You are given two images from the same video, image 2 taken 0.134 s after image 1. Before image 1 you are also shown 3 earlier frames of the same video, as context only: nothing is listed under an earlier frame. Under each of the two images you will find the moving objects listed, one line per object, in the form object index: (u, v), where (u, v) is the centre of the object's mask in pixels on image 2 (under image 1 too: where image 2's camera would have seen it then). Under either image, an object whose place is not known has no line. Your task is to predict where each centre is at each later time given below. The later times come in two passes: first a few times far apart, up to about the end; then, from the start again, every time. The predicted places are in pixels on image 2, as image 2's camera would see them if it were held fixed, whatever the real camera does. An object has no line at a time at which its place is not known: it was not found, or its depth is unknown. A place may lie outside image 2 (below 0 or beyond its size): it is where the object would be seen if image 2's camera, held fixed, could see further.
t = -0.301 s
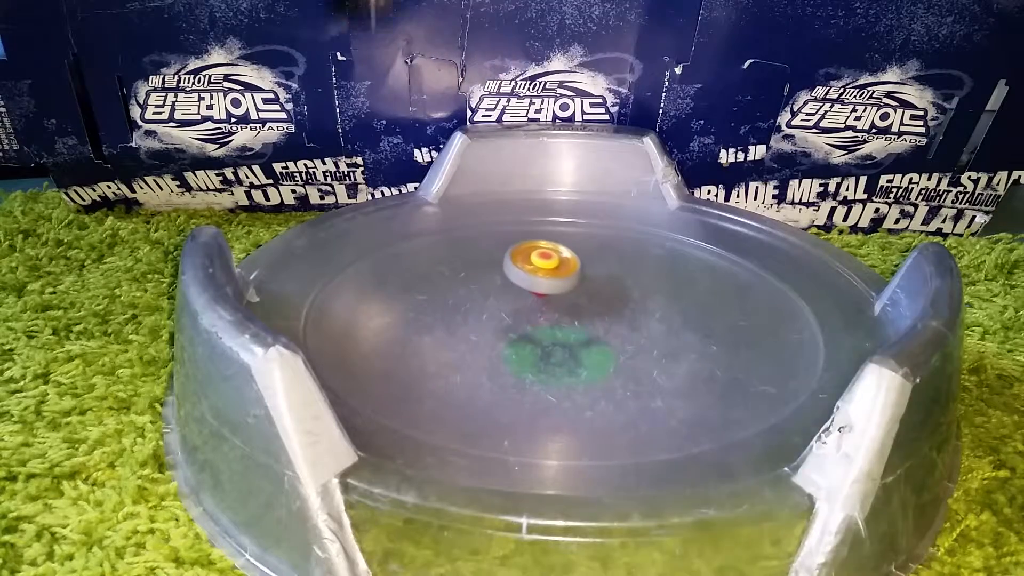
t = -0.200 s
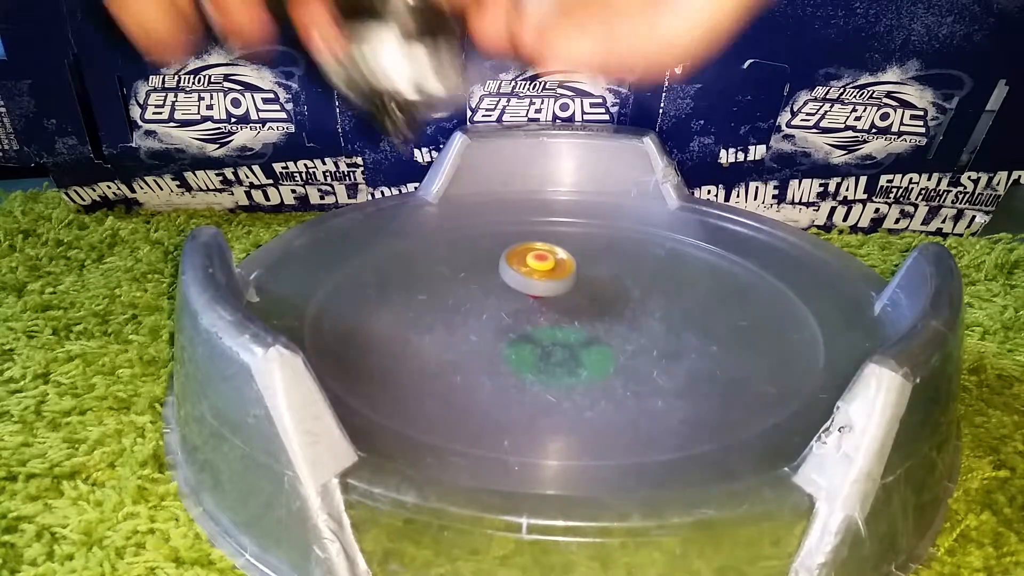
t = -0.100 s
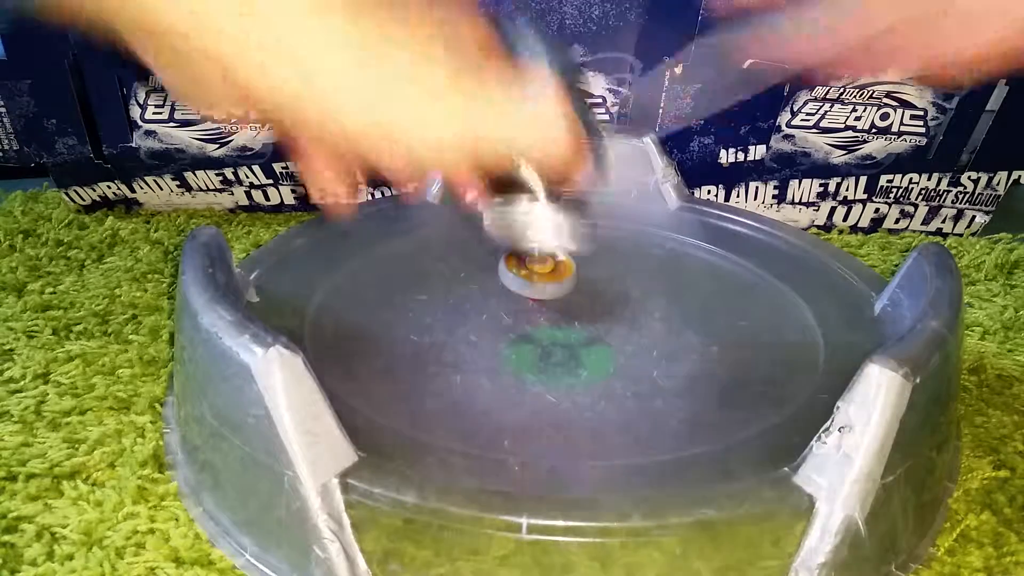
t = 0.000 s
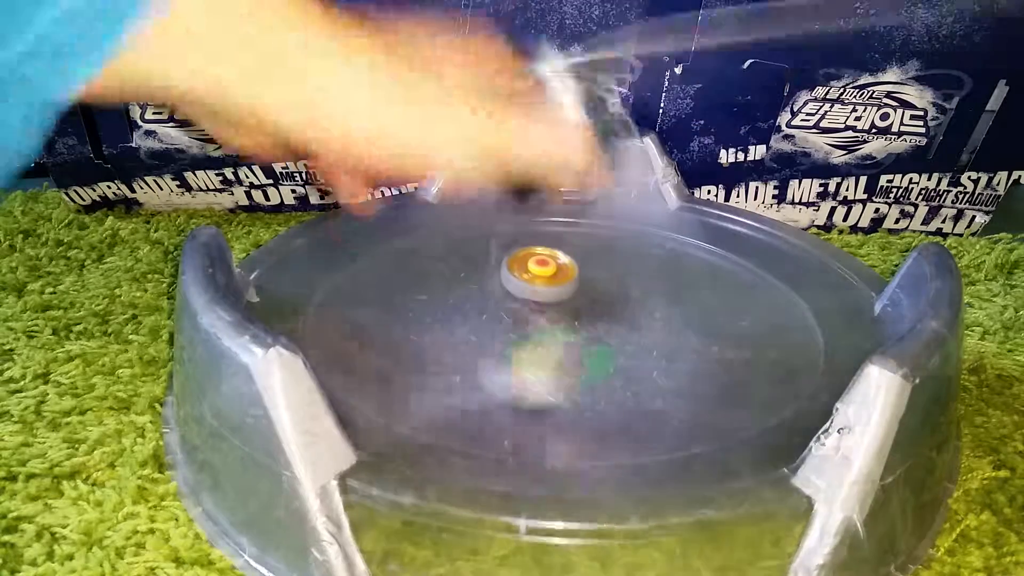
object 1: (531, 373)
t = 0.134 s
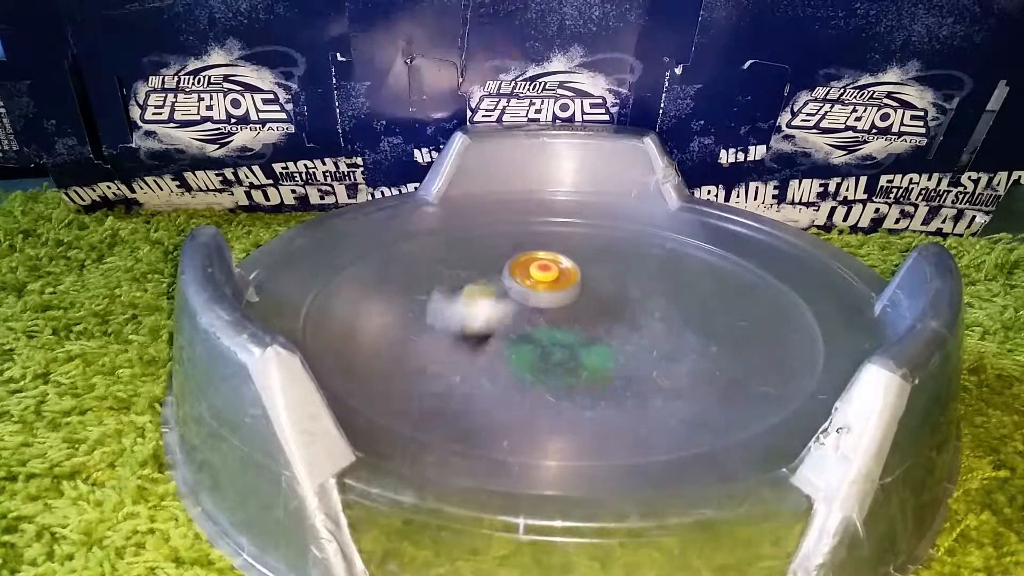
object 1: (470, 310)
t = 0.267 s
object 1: (448, 285)
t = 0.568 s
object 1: (499, 271)
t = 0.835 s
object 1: (359, 256)
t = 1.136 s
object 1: (347, 323)
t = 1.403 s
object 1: (431, 326)
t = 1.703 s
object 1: (471, 253)
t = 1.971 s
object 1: (434, 243)
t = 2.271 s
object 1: (384, 269)
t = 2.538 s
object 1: (491, 293)
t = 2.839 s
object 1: (578, 223)
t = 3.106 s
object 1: (490, 223)
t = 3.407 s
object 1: (519, 295)
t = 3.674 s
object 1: (705, 257)
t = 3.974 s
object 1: (583, 233)
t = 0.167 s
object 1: (456, 324)
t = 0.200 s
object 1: (453, 298)
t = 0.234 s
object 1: (452, 280)
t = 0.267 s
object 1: (448, 285)
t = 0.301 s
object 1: (445, 283)
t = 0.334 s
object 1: (451, 264)
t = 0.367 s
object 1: (454, 265)
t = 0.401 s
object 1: (457, 268)
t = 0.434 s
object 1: (464, 263)
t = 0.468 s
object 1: (472, 264)
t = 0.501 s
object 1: (480, 264)
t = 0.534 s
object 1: (490, 267)
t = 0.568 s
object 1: (499, 271)
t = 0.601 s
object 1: (508, 275)
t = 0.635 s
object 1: (504, 276)
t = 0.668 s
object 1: (480, 272)
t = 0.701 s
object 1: (456, 266)
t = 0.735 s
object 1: (432, 263)
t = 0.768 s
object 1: (408, 260)
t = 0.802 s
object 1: (383, 257)
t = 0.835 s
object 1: (359, 256)
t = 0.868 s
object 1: (334, 255)
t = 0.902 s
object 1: (324, 250)
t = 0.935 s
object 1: (320, 263)
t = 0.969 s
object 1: (321, 278)
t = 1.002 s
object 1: (323, 288)
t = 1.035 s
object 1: (329, 300)
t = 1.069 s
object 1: (335, 310)
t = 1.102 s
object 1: (341, 317)
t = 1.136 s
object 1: (347, 323)
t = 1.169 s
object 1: (353, 327)
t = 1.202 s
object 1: (362, 330)
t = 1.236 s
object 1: (371, 331)
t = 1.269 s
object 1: (381, 332)
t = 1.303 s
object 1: (393, 332)
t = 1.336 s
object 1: (405, 331)
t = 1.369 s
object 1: (419, 329)
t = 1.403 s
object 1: (431, 326)
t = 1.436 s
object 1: (442, 321)
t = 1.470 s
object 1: (451, 315)
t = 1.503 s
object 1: (459, 308)
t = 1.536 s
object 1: (465, 298)
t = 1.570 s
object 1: (470, 289)
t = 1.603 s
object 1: (471, 279)
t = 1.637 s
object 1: (472, 270)
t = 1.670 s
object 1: (472, 261)
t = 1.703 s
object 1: (471, 253)
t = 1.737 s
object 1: (469, 247)
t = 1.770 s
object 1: (467, 242)
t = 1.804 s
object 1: (464, 239)
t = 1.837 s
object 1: (459, 238)
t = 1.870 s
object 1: (454, 237)
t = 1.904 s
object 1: (447, 238)
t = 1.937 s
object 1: (441, 240)
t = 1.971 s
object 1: (434, 243)
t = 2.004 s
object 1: (425, 246)
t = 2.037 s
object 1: (416, 248)
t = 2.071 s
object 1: (407, 251)
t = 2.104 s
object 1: (399, 254)
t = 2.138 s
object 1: (391, 256)
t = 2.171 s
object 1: (386, 258)
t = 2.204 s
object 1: (383, 261)
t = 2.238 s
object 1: (382, 265)
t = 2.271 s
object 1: (384, 269)
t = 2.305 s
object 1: (389, 274)
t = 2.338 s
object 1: (398, 280)
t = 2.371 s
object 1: (408, 284)
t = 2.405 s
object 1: (422, 289)
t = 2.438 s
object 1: (438, 293)
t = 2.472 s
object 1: (455, 295)
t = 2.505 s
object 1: (474, 295)
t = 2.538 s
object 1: (491, 293)
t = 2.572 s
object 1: (509, 289)
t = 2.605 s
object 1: (527, 283)
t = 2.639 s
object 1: (543, 276)
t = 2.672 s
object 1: (556, 267)
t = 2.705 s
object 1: (568, 258)
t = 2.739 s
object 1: (574, 247)
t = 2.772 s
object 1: (579, 239)
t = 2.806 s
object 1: (580, 231)
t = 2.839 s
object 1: (578, 223)
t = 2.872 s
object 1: (572, 217)
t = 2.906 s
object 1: (565, 211)
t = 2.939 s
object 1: (554, 205)
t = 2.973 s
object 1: (543, 198)
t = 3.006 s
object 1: (528, 200)
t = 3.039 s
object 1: (515, 208)
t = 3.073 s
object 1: (503, 216)
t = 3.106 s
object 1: (490, 223)
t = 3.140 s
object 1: (480, 229)
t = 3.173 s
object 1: (473, 236)
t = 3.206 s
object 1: (468, 245)
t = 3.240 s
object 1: (465, 253)
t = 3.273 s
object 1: (466, 262)
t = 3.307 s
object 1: (472, 271)
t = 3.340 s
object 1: (485, 281)
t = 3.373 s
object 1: (501, 289)
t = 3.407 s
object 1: (519, 295)
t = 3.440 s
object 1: (544, 300)
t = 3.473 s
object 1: (574, 303)
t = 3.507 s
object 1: (603, 301)
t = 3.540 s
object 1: (632, 296)
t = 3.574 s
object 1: (656, 289)
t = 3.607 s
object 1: (674, 280)
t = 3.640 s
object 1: (691, 271)
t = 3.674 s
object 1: (705, 257)
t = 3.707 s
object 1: (711, 247)
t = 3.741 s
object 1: (712, 237)
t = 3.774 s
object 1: (711, 226)
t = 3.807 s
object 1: (696, 218)
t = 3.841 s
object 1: (671, 225)
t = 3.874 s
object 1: (648, 227)
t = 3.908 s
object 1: (626, 228)
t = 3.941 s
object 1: (603, 231)
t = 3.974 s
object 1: (583, 233)
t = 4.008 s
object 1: (564, 235)
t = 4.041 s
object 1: (549, 239)
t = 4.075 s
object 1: (534, 245)
